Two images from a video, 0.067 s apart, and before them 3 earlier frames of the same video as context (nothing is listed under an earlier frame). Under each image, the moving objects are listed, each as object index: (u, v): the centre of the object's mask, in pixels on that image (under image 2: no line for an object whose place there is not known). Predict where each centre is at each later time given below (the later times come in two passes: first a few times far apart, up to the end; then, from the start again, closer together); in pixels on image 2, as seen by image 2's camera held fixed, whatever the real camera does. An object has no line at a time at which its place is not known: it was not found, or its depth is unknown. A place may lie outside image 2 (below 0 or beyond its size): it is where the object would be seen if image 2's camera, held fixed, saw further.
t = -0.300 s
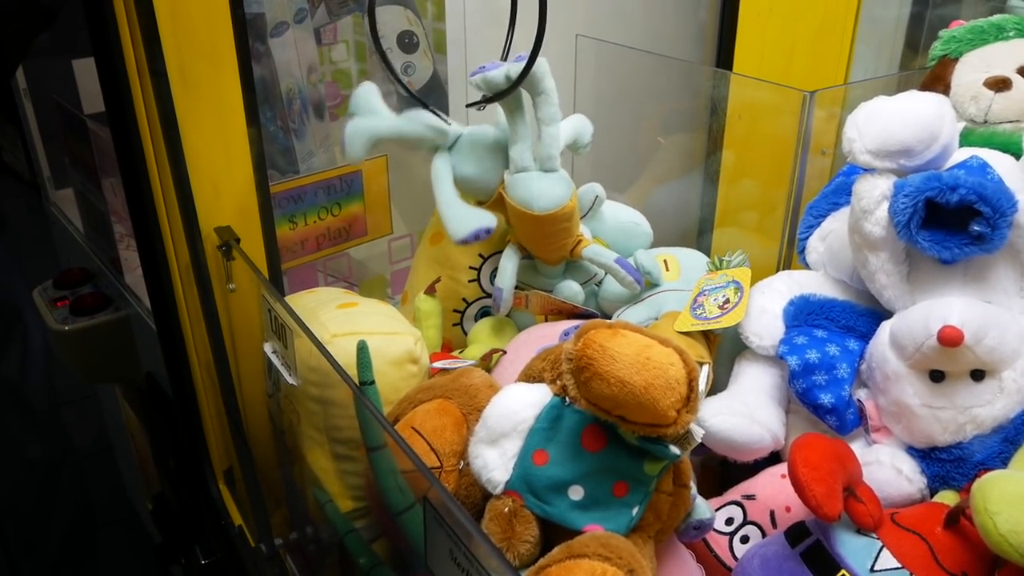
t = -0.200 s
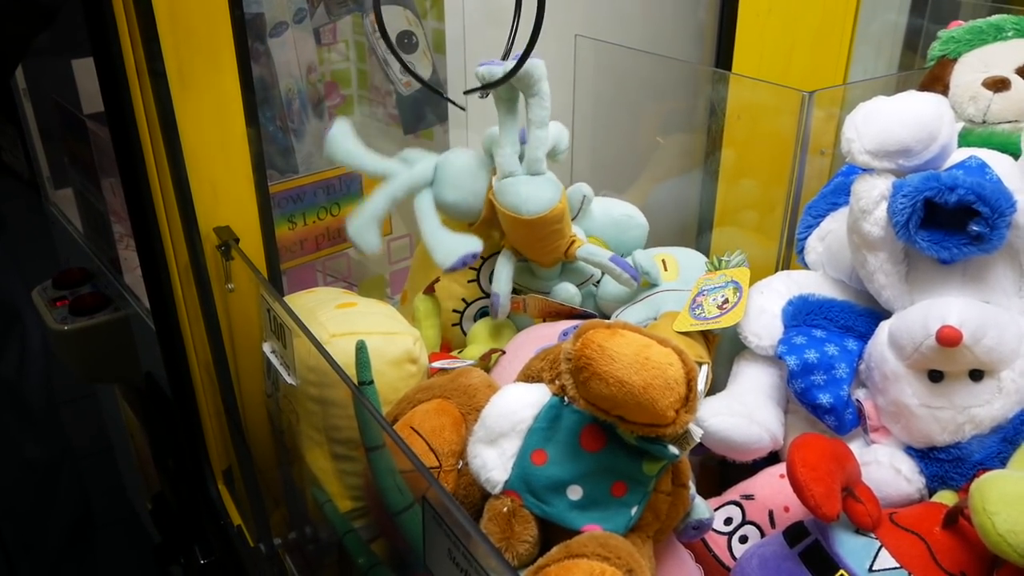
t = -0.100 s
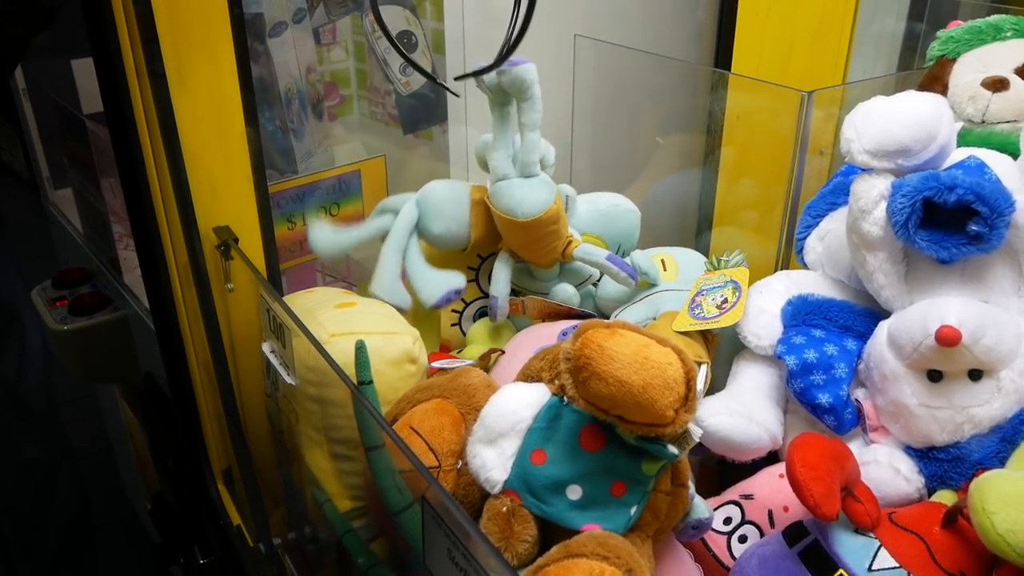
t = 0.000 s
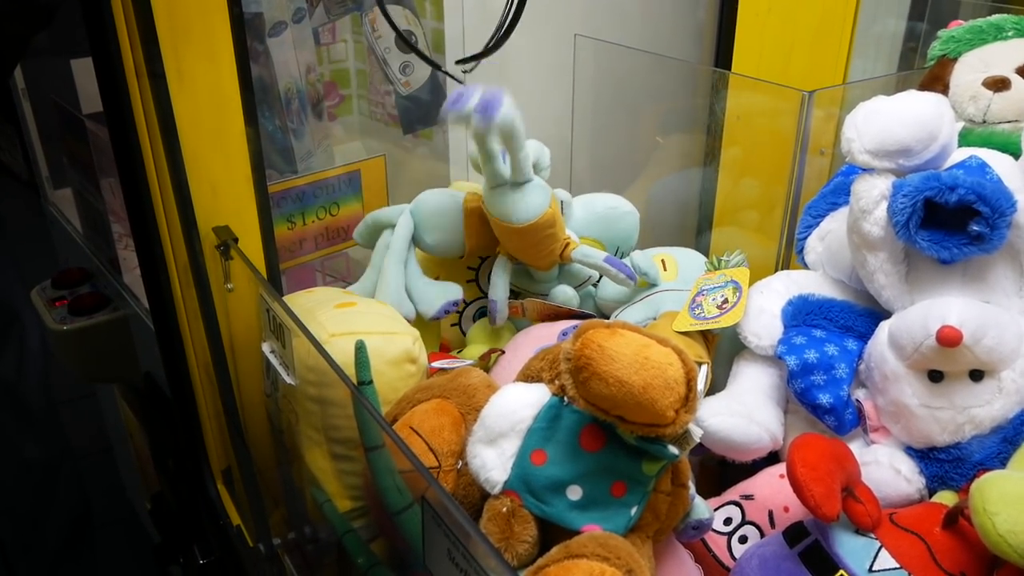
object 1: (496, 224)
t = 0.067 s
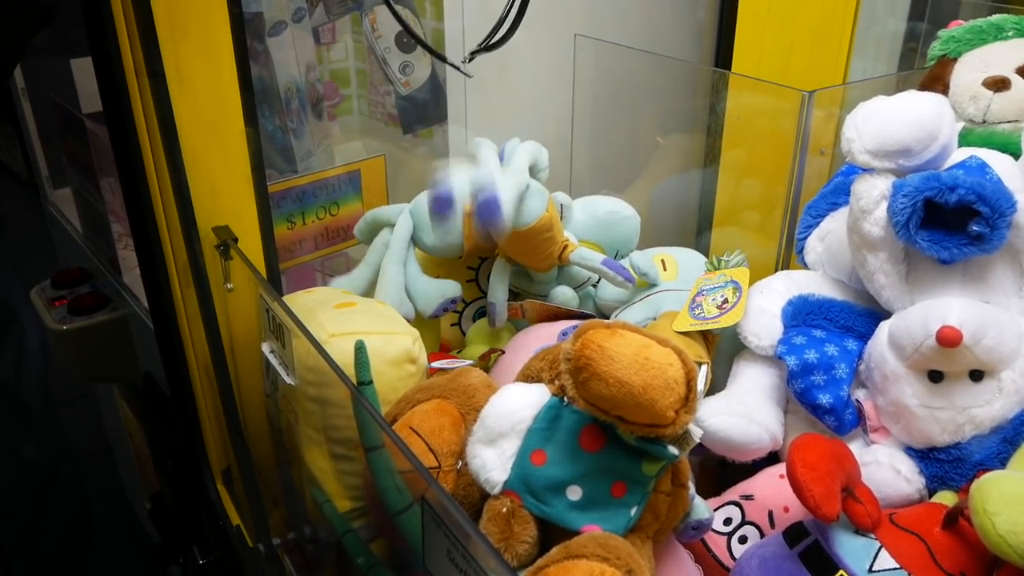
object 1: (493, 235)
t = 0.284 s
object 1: (489, 239)
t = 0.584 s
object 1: (490, 239)
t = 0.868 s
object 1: (489, 239)
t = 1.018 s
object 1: (488, 240)
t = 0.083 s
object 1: (494, 237)
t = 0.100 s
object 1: (492, 239)
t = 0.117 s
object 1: (490, 238)
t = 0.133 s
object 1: (489, 238)
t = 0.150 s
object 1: (490, 239)
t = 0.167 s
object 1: (491, 239)
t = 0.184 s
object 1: (490, 239)
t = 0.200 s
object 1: (490, 240)
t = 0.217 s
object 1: (489, 239)
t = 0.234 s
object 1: (488, 239)
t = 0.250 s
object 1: (489, 239)
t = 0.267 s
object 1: (489, 239)
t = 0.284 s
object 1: (489, 239)
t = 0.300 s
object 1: (489, 239)
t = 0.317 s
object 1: (487, 240)
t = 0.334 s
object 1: (487, 240)
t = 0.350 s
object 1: (487, 240)
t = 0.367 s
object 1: (487, 240)
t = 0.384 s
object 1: (489, 239)
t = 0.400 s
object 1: (490, 239)
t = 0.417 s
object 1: (489, 239)
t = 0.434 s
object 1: (489, 239)
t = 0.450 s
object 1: (489, 239)
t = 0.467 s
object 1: (489, 239)
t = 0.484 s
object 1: (489, 239)
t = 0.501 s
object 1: (490, 239)
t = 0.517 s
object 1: (491, 240)
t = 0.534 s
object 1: (491, 240)
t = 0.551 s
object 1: (491, 239)
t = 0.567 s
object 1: (491, 239)
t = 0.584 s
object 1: (490, 239)
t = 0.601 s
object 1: (490, 238)
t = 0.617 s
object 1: (489, 238)
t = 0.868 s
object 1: (489, 239)
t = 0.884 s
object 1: (489, 240)
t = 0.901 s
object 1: (489, 240)
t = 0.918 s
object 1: (490, 241)
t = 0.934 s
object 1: (489, 240)
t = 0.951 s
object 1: (489, 240)
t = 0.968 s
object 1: (488, 240)
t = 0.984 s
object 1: (488, 241)
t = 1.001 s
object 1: (488, 240)
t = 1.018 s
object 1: (488, 240)
